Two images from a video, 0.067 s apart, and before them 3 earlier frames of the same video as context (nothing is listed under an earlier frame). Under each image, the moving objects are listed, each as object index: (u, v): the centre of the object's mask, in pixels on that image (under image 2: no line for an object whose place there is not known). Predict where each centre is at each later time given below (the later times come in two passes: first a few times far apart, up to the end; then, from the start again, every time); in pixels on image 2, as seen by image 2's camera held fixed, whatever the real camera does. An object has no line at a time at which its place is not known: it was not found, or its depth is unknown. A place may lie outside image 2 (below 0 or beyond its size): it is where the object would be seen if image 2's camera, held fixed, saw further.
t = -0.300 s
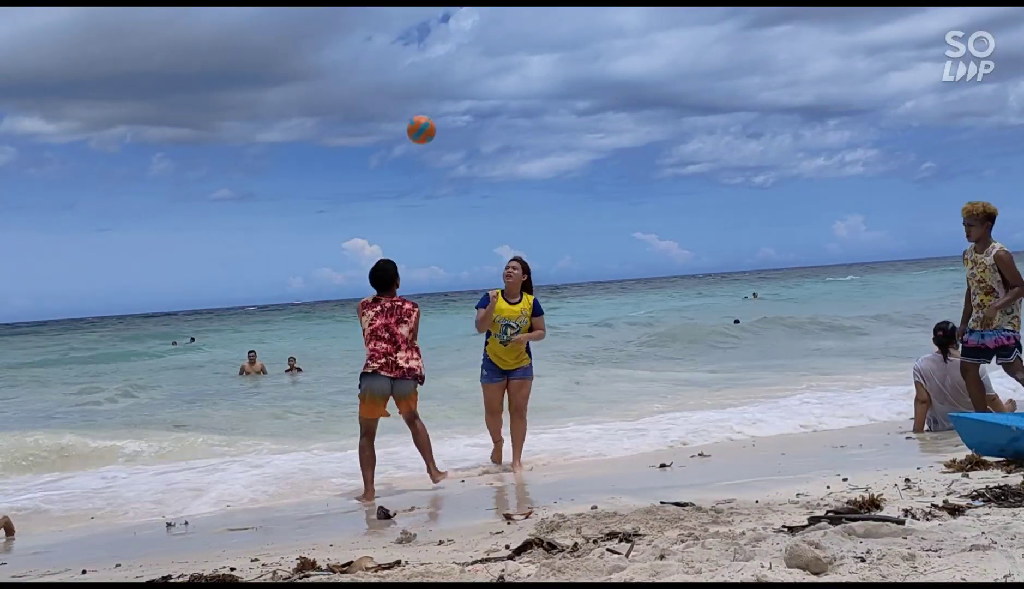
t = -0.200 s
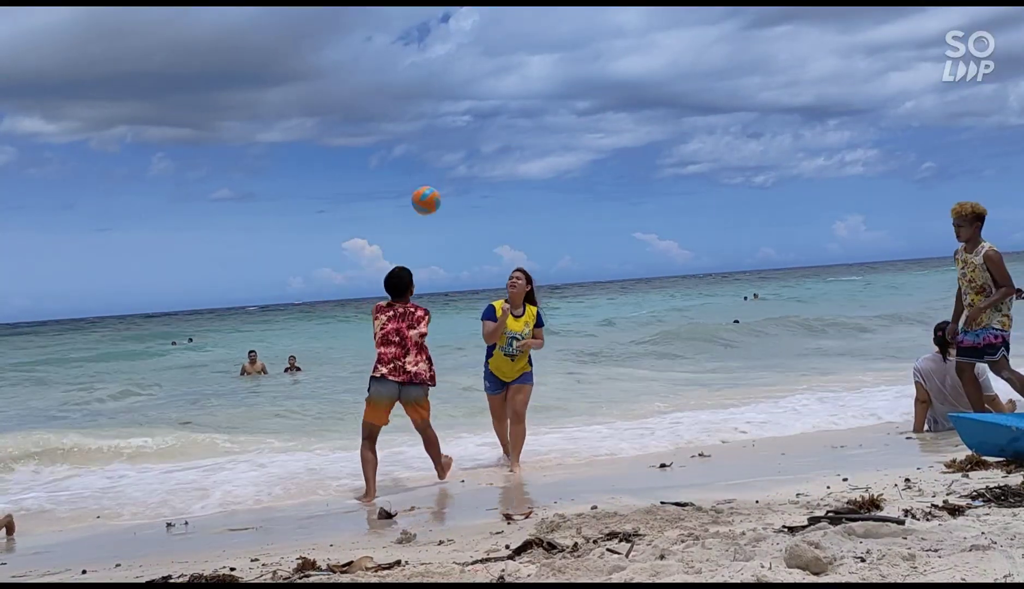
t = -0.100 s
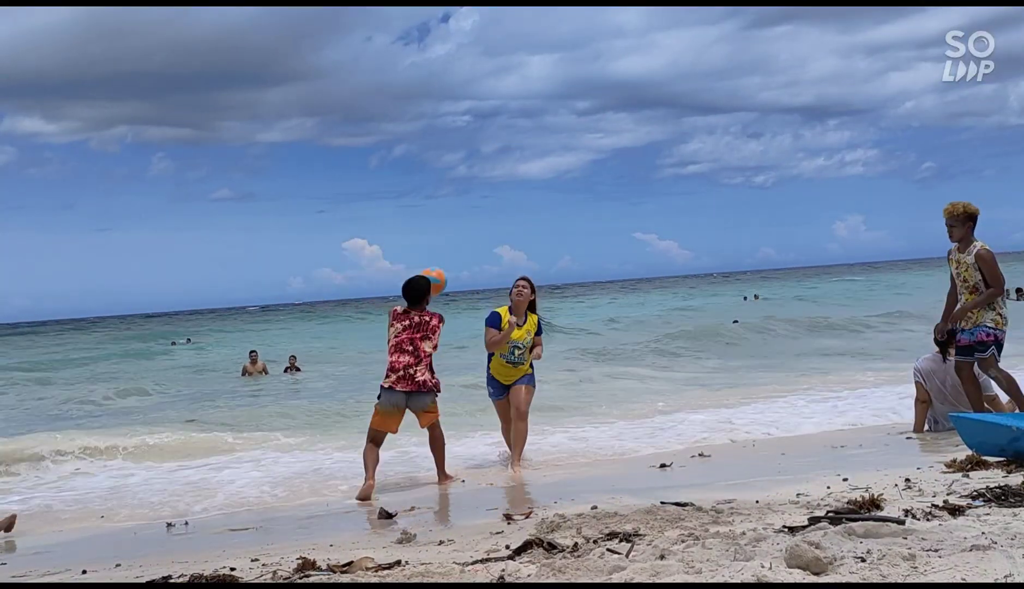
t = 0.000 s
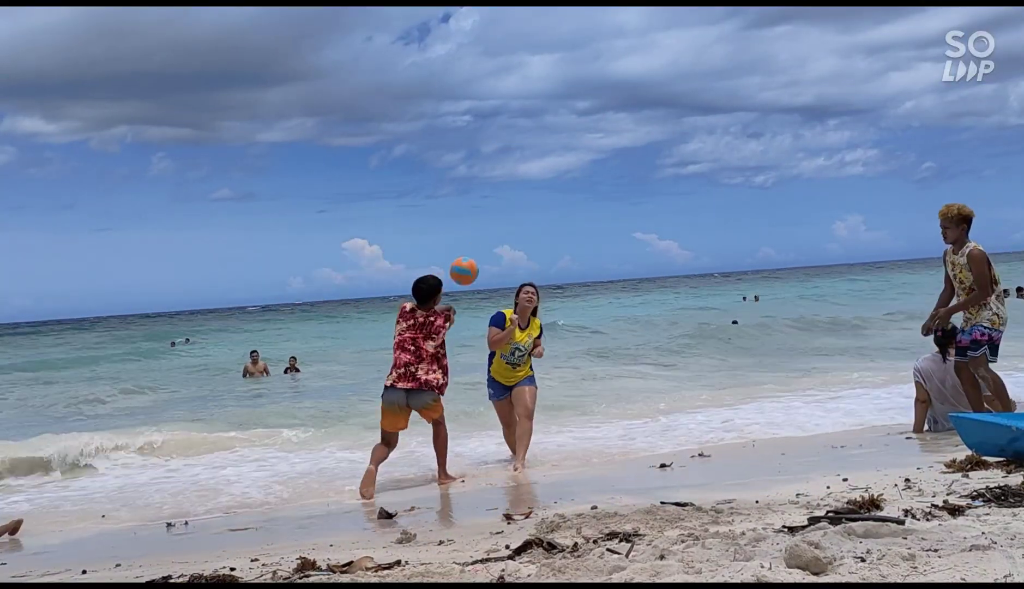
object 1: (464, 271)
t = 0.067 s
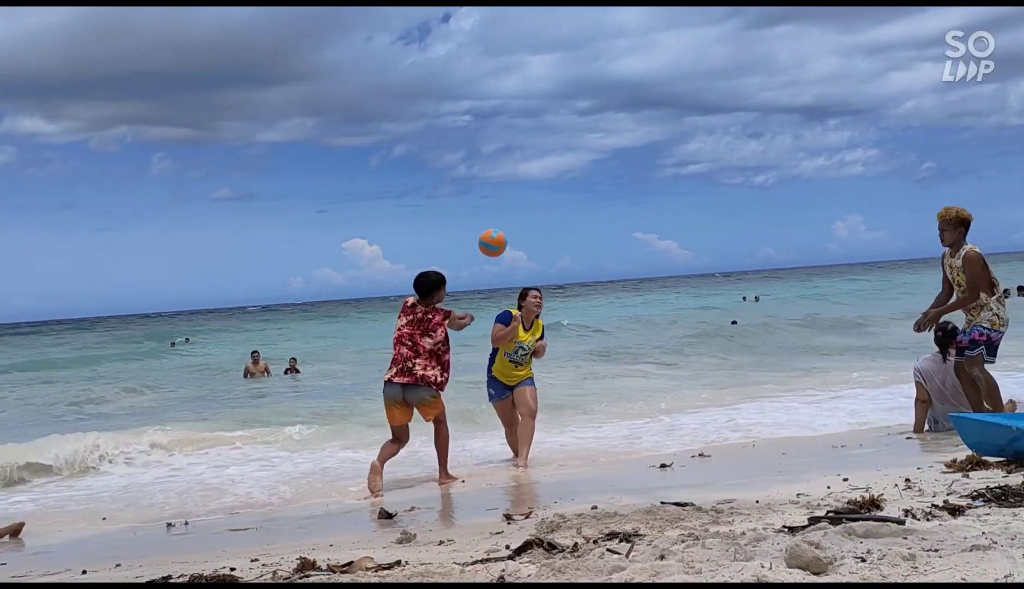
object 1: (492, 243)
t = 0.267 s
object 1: (577, 195)
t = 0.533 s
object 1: (692, 213)
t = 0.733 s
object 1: (777, 280)
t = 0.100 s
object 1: (507, 231)
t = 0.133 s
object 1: (521, 221)
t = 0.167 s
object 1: (535, 212)
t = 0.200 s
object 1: (549, 205)
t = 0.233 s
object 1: (563, 200)
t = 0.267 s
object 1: (577, 195)
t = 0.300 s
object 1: (592, 193)
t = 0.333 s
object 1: (606, 192)
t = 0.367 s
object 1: (620, 192)
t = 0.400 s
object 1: (634, 193)
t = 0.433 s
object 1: (649, 196)
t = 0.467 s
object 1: (663, 201)
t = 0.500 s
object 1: (677, 206)
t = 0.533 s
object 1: (692, 213)
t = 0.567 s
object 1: (706, 221)
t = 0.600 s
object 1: (720, 230)
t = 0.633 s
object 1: (734, 241)
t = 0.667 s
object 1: (748, 253)
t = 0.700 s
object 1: (763, 266)
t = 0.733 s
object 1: (777, 280)
